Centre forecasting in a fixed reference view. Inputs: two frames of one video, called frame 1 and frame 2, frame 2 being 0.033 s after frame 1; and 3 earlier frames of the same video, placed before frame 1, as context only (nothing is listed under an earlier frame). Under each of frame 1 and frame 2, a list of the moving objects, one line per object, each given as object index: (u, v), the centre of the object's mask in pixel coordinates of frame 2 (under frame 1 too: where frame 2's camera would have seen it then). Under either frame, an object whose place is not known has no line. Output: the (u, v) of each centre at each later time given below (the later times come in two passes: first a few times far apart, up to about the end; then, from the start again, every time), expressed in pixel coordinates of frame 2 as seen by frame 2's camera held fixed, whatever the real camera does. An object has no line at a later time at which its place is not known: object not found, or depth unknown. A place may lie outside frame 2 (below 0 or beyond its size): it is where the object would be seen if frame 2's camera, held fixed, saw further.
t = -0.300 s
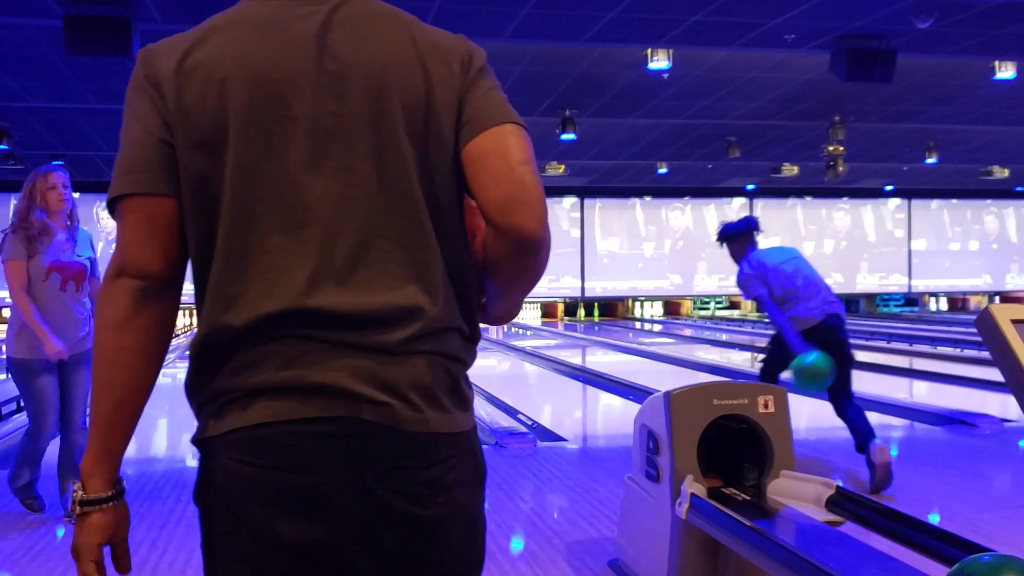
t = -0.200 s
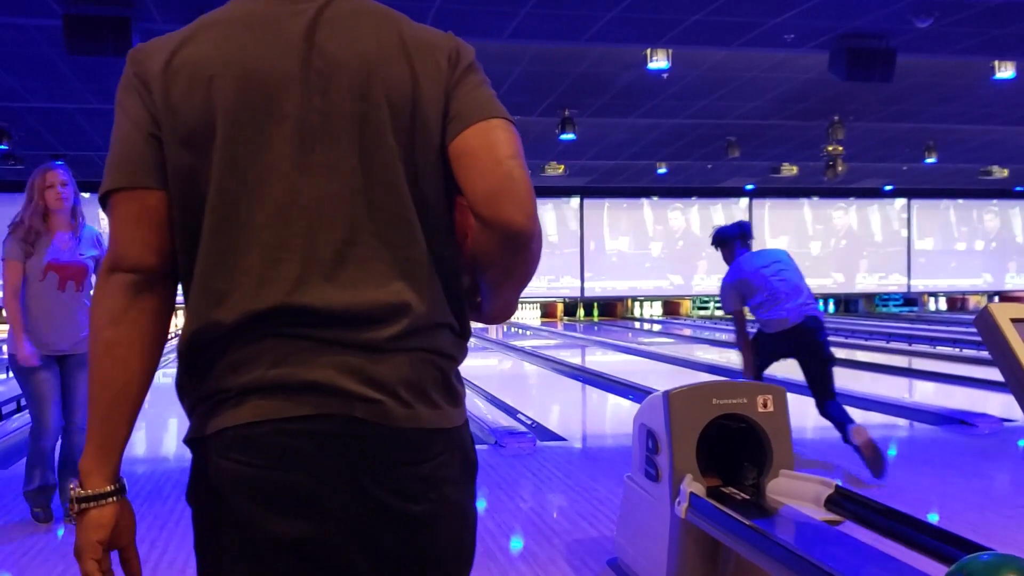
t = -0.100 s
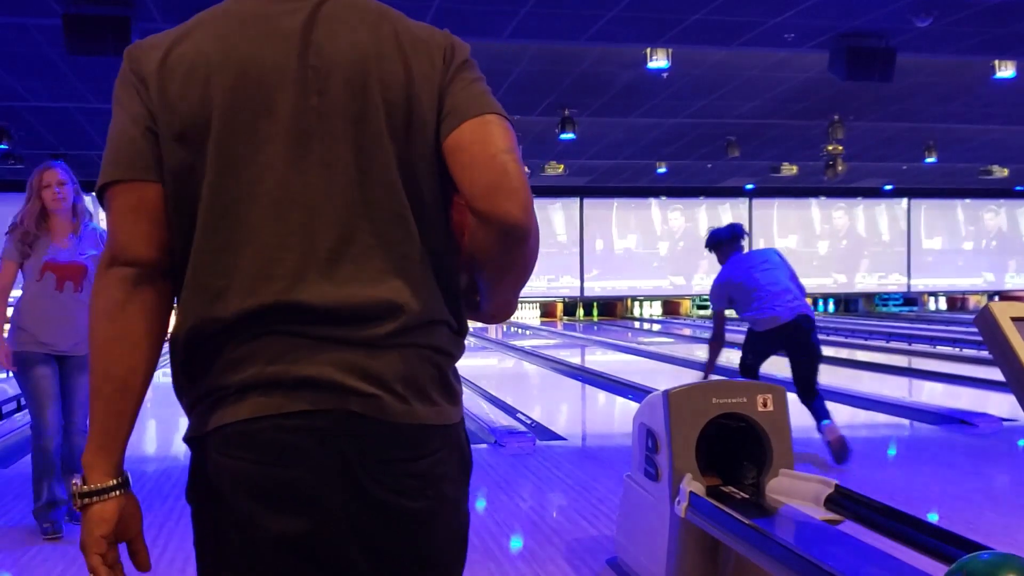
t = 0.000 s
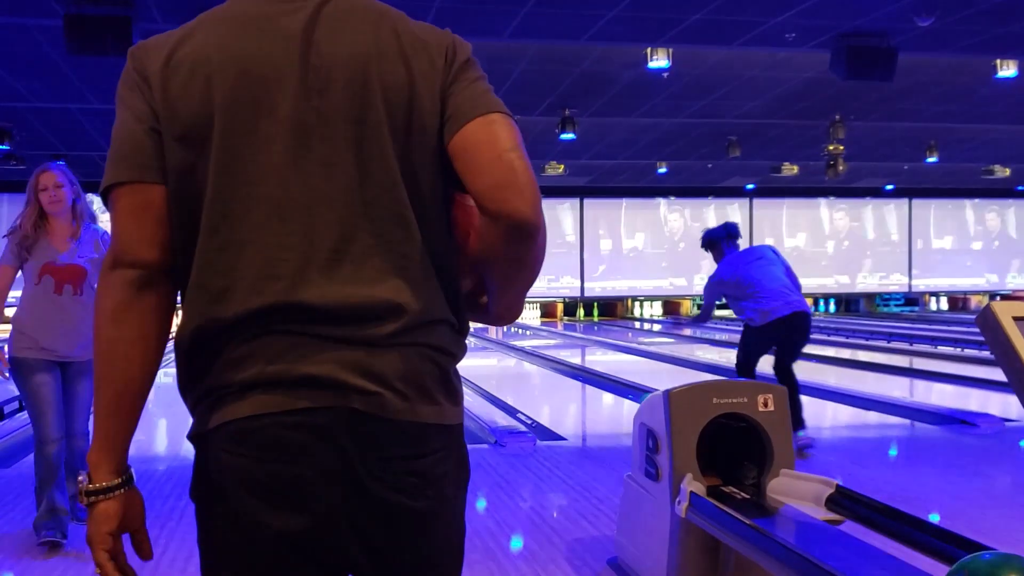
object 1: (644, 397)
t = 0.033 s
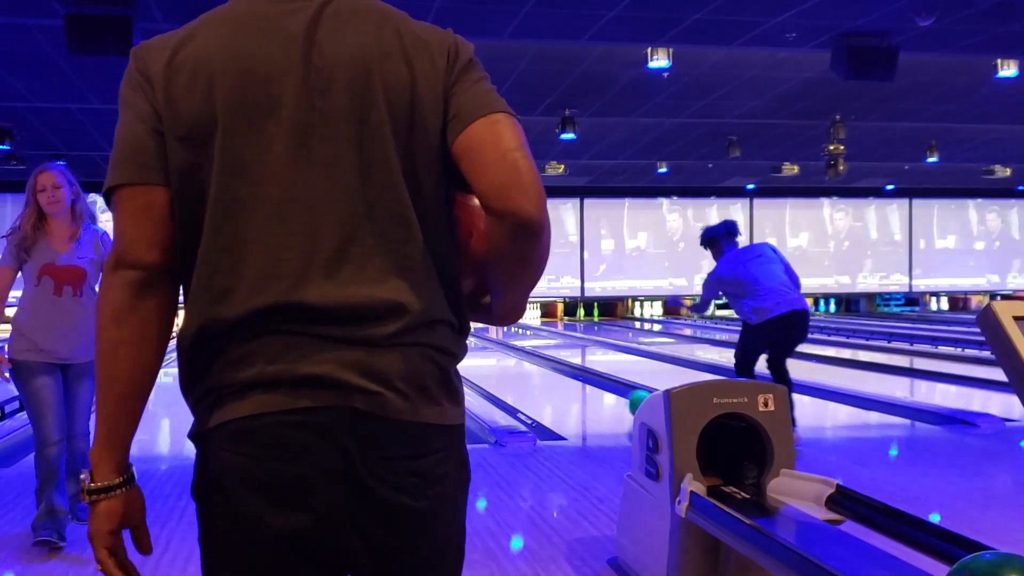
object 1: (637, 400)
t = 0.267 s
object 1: (575, 379)
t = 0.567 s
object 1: (520, 358)
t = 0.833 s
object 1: (485, 345)
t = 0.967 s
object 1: (476, 343)
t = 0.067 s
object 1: (630, 399)
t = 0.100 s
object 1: (619, 395)
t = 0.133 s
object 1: (608, 391)
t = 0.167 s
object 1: (599, 388)
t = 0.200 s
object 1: (590, 385)
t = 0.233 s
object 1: (582, 381)
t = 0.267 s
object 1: (575, 379)
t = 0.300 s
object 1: (567, 376)
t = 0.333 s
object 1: (560, 373)
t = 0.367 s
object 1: (553, 371)
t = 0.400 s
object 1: (547, 368)
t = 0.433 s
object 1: (542, 366)
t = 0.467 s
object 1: (536, 364)
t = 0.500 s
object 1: (530, 361)
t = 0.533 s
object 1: (525, 360)
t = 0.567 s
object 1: (520, 358)
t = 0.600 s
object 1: (515, 355)
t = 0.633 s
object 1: (510, 353)
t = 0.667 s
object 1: (505, 352)
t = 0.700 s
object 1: (501, 350)
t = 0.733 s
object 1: (497, 349)
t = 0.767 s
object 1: (493, 348)
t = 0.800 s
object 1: (489, 347)
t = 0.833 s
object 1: (485, 345)
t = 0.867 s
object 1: (483, 344)
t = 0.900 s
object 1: (480, 343)
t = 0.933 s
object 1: (478, 343)
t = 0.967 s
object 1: (476, 343)
